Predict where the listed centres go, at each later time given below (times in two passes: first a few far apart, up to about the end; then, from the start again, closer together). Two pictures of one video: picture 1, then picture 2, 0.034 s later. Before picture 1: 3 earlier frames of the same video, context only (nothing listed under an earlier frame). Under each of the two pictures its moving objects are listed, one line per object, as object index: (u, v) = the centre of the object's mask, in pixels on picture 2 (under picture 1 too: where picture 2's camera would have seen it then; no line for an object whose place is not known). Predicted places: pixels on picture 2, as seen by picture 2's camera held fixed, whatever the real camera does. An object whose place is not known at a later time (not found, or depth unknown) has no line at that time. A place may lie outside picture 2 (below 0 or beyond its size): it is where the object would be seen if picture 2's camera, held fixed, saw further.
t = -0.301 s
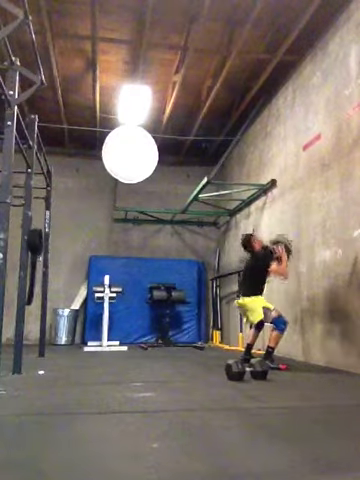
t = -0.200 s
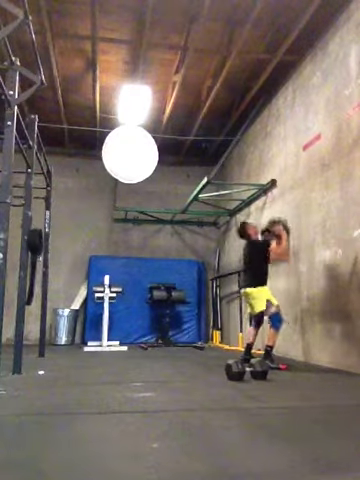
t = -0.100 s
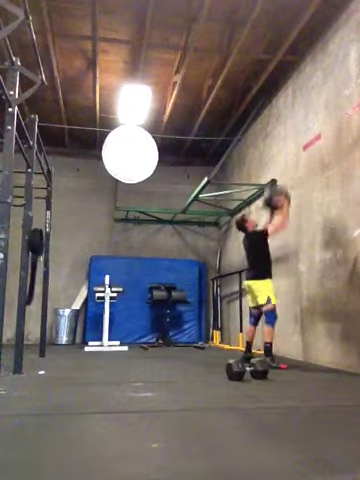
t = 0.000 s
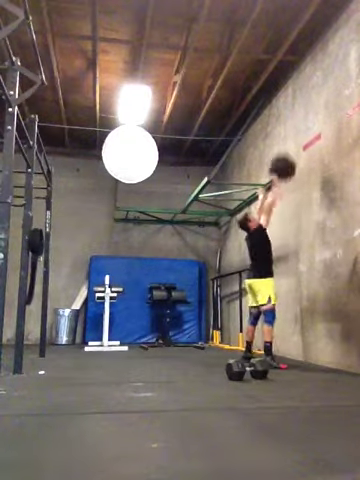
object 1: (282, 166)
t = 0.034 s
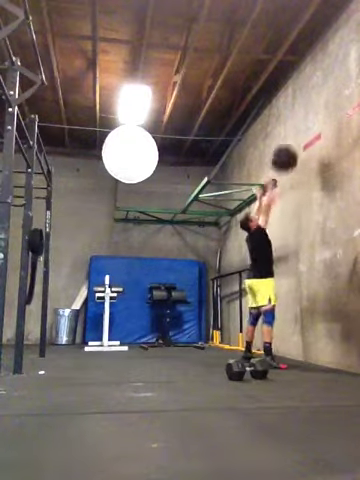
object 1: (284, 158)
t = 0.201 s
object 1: (293, 126)
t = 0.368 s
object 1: (296, 118)
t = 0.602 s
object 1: (292, 133)
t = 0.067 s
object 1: (286, 150)
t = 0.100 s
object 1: (288, 142)
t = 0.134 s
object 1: (290, 136)
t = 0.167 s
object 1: (291, 131)
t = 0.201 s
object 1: (293, 126)
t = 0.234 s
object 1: (296, 122)
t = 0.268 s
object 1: (296, 121)
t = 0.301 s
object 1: (297, 119)
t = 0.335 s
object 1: (297, 118)
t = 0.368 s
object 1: (296, 118)
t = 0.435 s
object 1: (296, 119)
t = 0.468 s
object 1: (295, 120)
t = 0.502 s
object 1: (295, 122)
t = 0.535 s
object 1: (295, 124)
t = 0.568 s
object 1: (294, 128)
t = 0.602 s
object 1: (292, 133)
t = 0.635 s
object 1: (291, 139)
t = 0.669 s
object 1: (290, 146)
